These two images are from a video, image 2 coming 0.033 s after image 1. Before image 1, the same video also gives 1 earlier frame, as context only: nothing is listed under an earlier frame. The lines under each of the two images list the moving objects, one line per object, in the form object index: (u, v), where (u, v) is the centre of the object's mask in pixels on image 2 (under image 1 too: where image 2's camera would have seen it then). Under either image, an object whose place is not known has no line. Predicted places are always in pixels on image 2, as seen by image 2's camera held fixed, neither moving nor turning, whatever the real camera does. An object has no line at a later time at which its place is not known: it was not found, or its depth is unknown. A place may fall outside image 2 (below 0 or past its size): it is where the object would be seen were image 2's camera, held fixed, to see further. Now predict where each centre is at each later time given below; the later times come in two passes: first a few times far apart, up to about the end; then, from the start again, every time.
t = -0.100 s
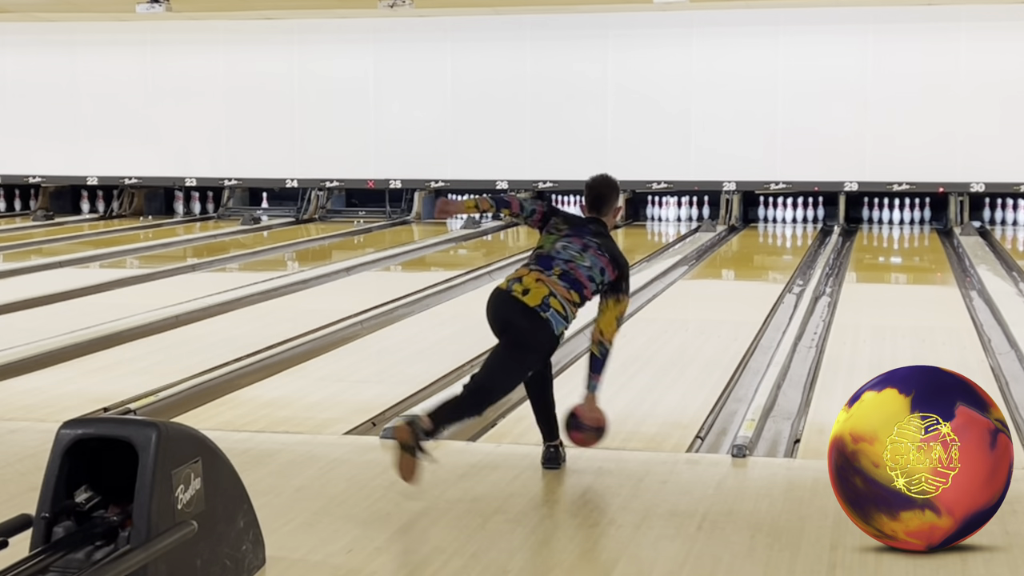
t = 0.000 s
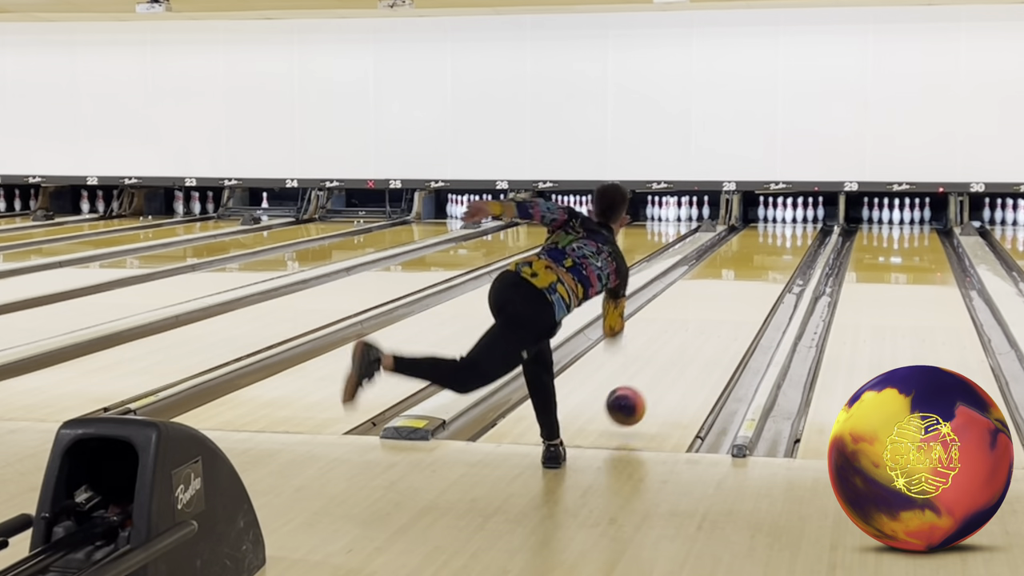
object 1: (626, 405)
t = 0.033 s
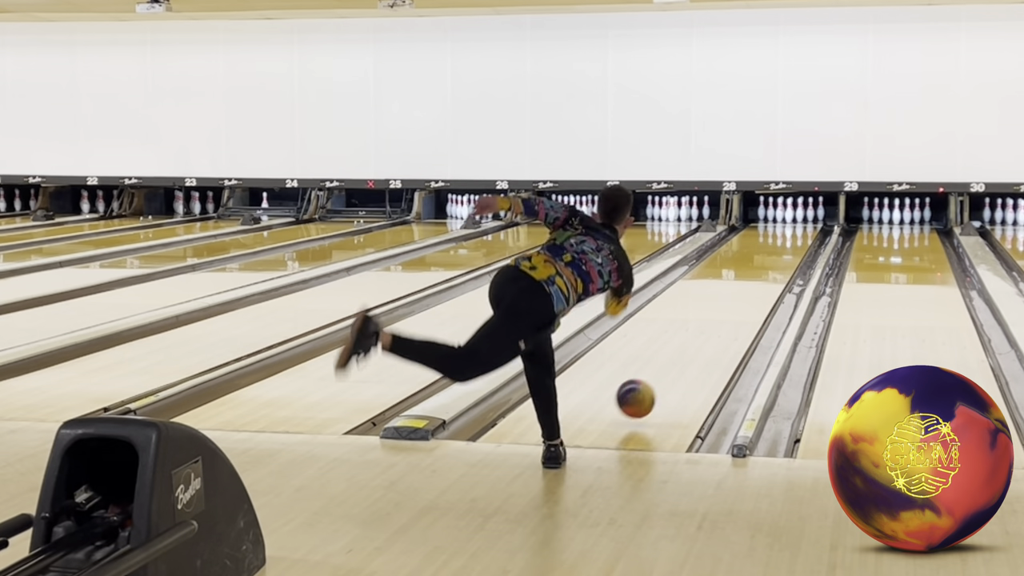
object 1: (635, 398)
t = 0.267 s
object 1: (689, 353)
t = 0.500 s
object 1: (726, 317)
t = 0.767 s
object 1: (755, 287)
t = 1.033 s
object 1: (775, 265)
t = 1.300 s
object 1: (788, 248)
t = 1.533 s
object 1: (793, 237)
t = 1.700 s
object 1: (794, 230)
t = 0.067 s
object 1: (644, 393)
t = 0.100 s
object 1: (653, 387)
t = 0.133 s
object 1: (661, 379)
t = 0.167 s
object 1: (669, 373)
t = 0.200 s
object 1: (676, 366)
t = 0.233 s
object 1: (683, 359)
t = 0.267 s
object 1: (689, 353)
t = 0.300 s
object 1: (696, 347)
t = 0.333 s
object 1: (701, 341)
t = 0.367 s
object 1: (707, 336)
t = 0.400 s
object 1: (712, 331)
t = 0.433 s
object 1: (717, 326)
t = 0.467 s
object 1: (722, 321)
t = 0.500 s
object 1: (726, 317)
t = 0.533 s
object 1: (730, 312)
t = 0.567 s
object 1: (734, 308)
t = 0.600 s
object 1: (738, 304)
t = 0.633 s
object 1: (742, 300)
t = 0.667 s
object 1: (745, 297)
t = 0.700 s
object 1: (749, 293)
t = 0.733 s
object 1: (752, 290)
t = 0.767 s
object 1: (755, 287)
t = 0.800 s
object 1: (758, 284)
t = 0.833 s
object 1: (761, 281)
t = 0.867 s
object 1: (763, 278)
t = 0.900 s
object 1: (766, 275)
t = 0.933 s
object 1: (769, 273)
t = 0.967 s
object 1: (770, 270)
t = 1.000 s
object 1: (773, 267)
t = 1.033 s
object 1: (775, 265)
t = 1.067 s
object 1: (777, 263)
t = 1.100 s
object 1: (779, 261)
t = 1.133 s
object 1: (780, 259)
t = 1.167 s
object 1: (782, 256)
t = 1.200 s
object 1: (784, 254)
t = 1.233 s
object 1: (785, 253)
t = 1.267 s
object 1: (786, 251)
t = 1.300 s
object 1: (788, 248)
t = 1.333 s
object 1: (788, 247)
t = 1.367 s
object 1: (790, 245)
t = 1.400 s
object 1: (791, 243)
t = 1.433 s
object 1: (791, 242)
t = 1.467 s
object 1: (792, 240)
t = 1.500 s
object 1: (793, 239)
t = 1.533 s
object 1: (793, 237)
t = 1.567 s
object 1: (793, 236)
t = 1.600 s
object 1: (794, 234)
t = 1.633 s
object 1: (795, 233)
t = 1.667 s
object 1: (794, 232)
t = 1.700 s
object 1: (794, 230)
